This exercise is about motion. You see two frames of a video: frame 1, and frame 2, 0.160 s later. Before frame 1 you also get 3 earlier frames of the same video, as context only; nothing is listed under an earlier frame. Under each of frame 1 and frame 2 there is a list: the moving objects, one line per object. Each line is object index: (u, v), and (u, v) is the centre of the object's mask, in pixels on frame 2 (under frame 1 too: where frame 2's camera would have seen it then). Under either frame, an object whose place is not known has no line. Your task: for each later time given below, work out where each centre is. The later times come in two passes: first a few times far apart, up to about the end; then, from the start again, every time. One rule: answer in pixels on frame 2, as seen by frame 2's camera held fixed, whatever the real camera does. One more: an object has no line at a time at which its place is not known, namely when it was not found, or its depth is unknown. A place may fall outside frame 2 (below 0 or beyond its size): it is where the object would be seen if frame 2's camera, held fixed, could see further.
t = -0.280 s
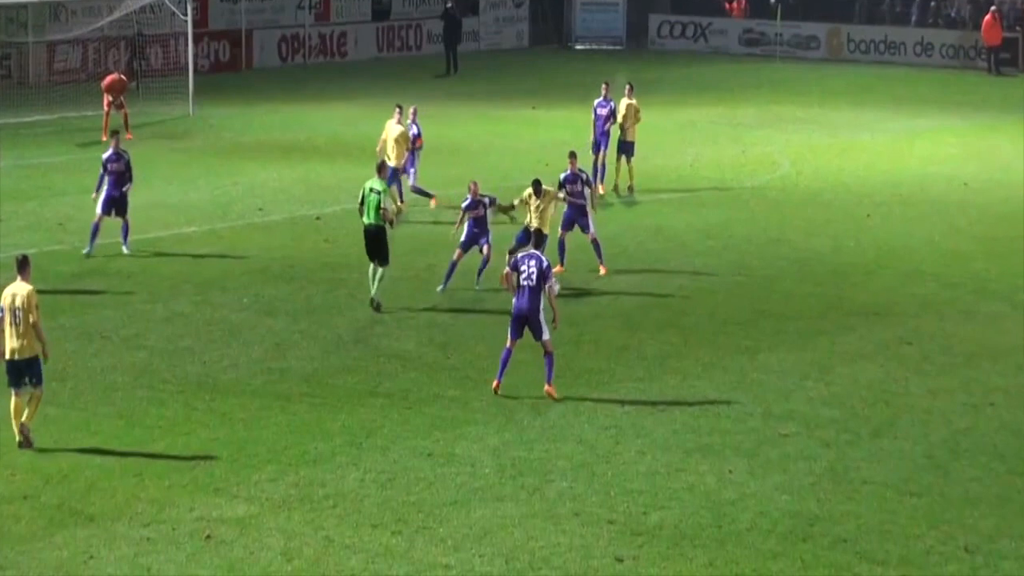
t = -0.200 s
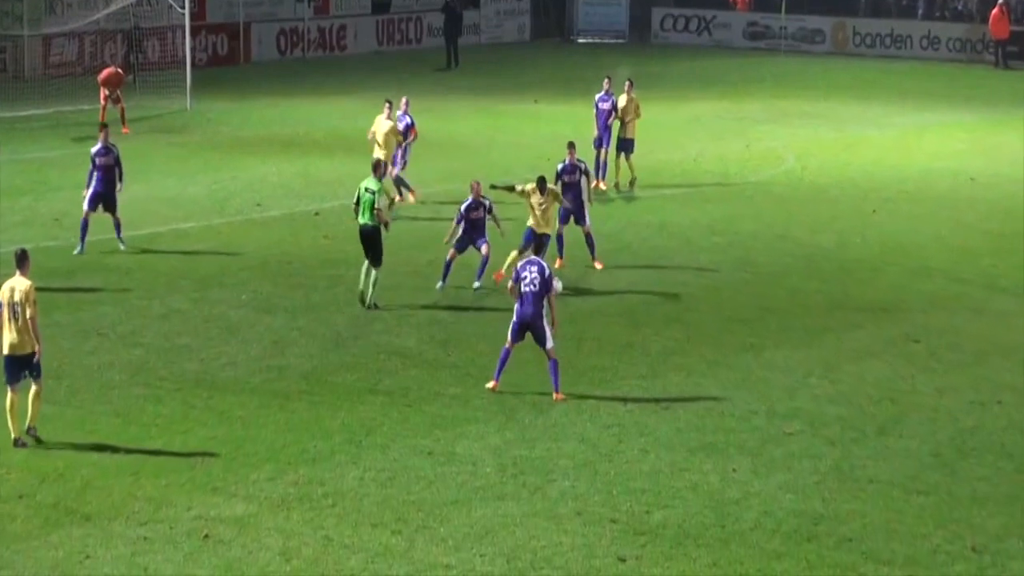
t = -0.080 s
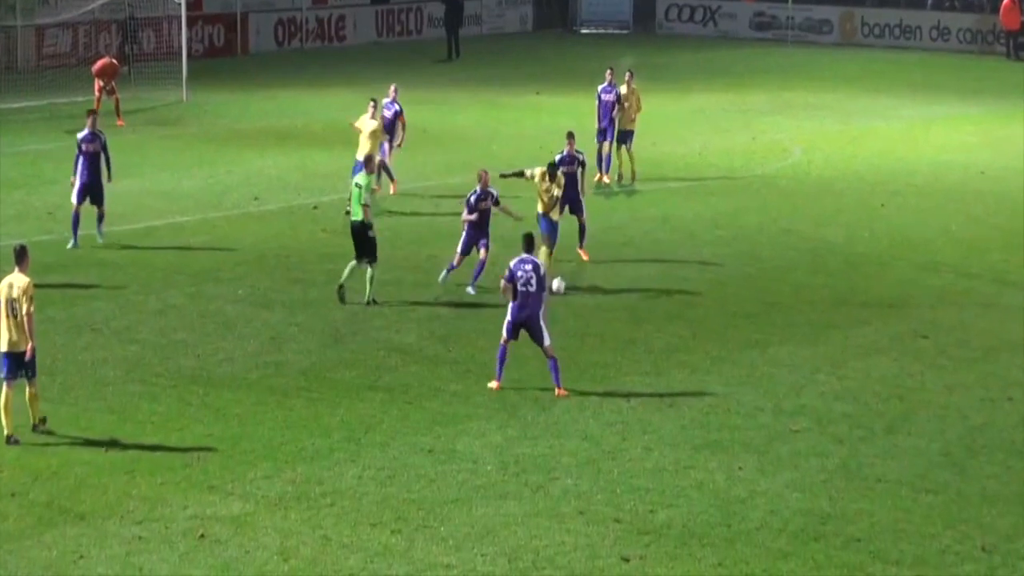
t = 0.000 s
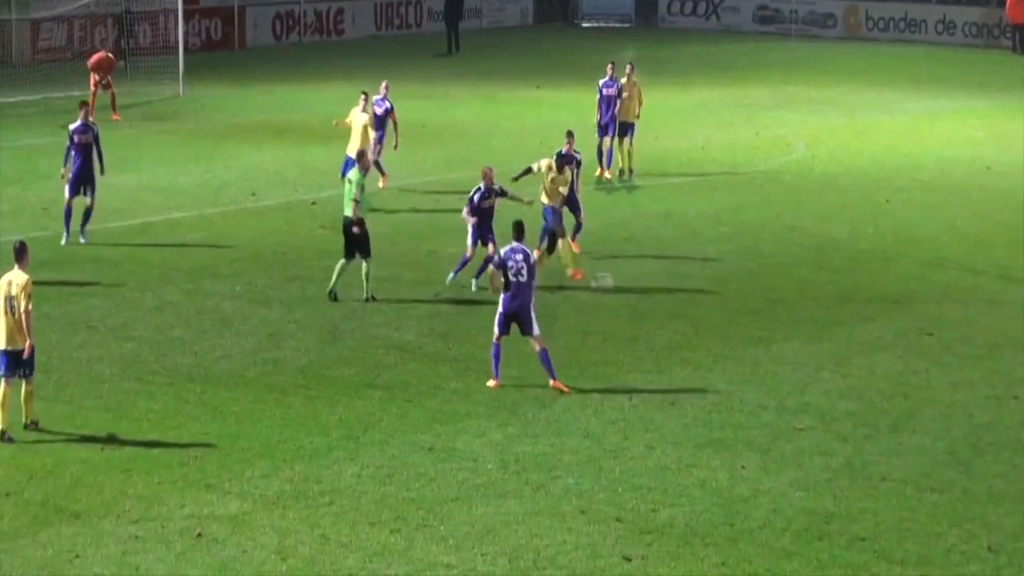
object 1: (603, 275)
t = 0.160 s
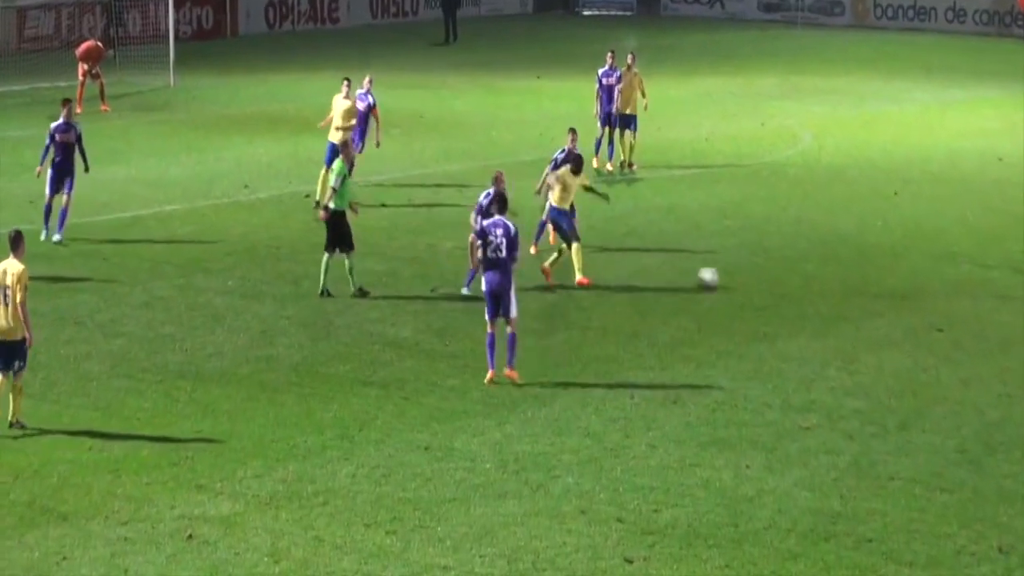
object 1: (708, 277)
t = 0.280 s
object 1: (777, 276)
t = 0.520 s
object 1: (901, 279)
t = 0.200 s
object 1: (732, 277)
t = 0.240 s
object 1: (755, 276)
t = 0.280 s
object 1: (777, 276)
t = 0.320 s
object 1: (800, 276)
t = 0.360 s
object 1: (823, 278)
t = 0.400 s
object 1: (843, 279)
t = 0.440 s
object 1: (861, 278)
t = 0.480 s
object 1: (881, 277)
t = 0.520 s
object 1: (901, 279)
